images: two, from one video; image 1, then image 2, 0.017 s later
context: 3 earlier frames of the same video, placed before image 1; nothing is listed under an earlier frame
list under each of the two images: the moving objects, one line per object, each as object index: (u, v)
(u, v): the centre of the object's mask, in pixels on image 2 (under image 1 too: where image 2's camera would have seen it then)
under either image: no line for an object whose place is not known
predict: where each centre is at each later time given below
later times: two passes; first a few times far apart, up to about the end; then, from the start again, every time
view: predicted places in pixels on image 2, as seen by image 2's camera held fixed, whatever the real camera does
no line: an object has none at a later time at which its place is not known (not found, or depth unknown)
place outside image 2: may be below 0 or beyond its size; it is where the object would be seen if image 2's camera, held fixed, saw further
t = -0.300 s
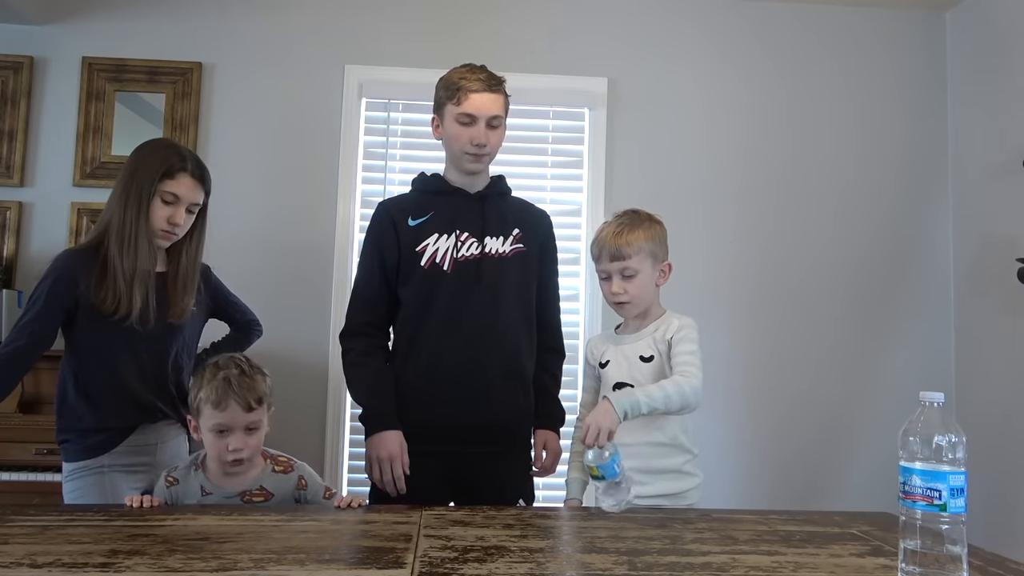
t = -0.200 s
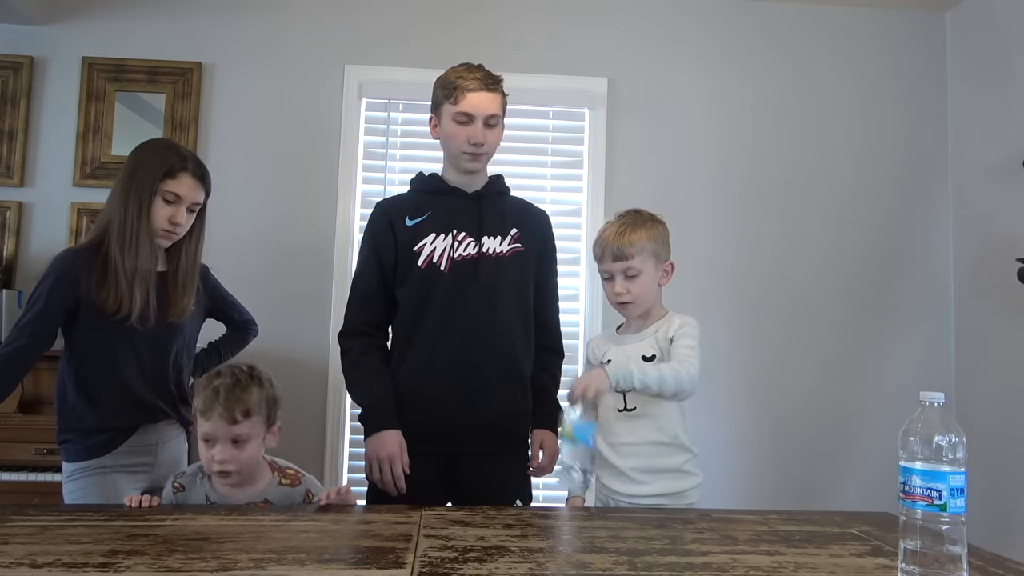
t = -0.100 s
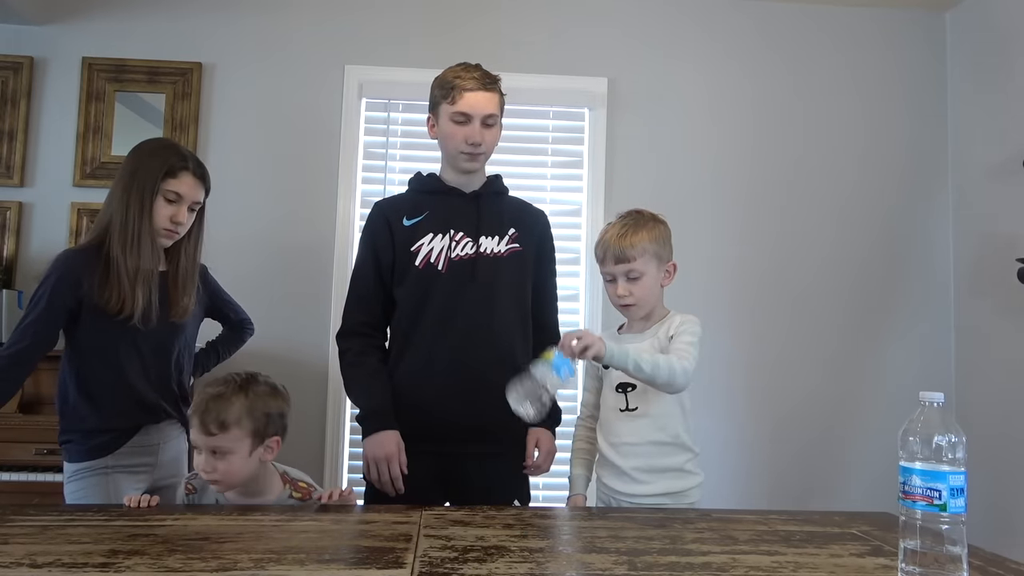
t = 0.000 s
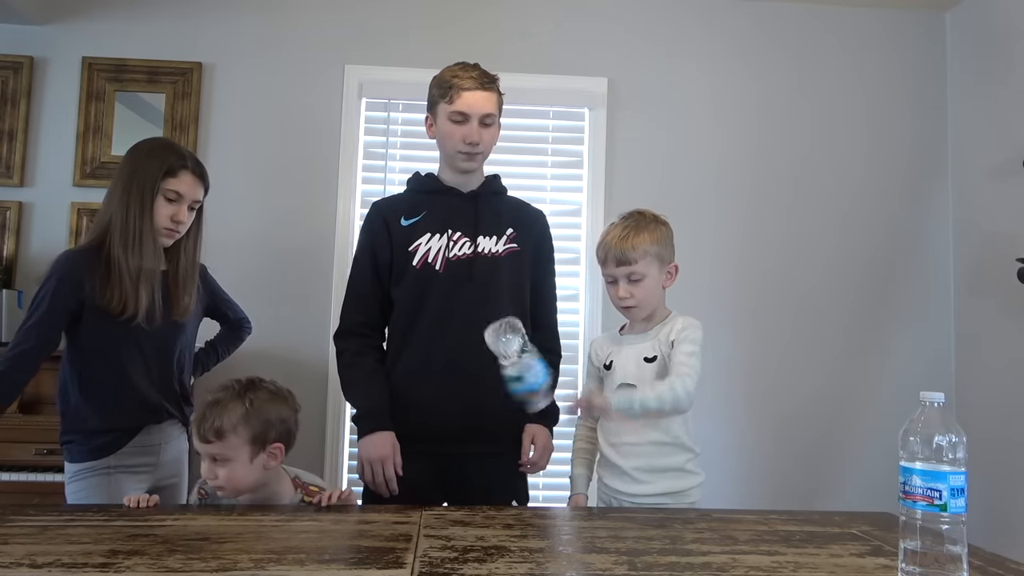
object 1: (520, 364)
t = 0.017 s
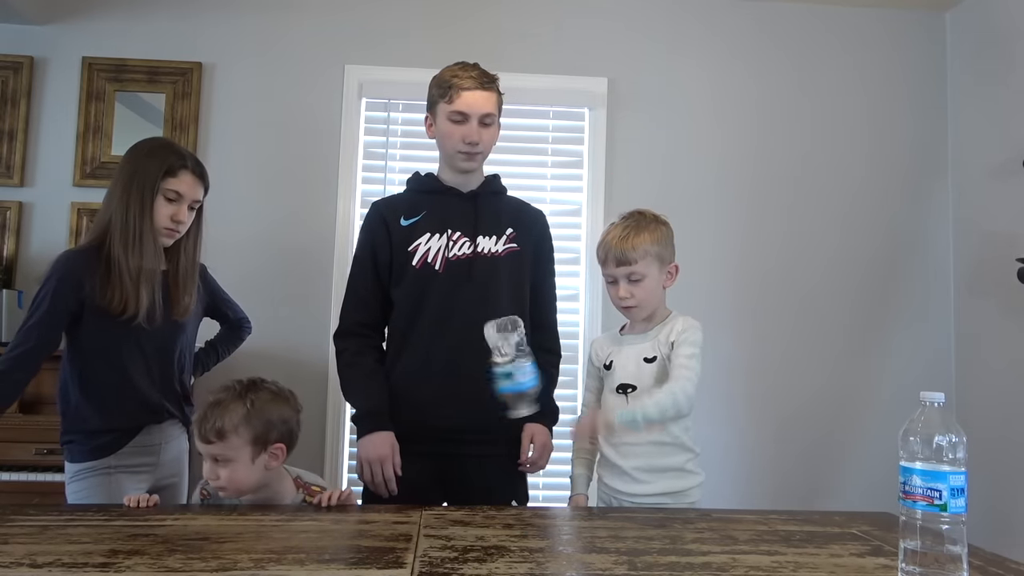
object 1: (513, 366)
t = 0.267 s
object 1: (455, 499)
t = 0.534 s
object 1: (413, 530)
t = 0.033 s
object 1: (504, 367)
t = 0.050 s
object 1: (496, 367)
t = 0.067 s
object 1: (489, 365)
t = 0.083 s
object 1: (483, 364)
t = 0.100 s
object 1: (480, 364)
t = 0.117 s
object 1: (478, 368)
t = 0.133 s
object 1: (476, 374)
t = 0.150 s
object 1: (475, 384)
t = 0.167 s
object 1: (473, 396)
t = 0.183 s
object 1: (470, 410)
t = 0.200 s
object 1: (468, 427)
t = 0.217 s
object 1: (465, 446)
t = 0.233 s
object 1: (462, 464)
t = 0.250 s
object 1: (458, 488)
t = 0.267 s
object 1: (455, 499)
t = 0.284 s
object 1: (453, 498)
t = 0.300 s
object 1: (449, 498)
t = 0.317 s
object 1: (445, 499)
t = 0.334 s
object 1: (441, 500)
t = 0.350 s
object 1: (438, 502)
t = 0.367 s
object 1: (434, 504)
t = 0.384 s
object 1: (429, 507)
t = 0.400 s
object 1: (425, 511)
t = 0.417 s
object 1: (421, 517)
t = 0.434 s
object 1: (416, 525)
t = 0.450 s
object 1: (415, 529)
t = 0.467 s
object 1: (414, 529)
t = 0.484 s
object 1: (413, 530)
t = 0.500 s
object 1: (413, 530)
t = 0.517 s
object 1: (413, 530)
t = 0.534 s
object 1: (413, 530)
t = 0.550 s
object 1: (413, 530)
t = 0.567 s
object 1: (413, 530)
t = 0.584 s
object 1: (413, 530)
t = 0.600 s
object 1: (413, 530)
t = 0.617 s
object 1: (413, 530)
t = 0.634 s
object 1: (413, 530)
